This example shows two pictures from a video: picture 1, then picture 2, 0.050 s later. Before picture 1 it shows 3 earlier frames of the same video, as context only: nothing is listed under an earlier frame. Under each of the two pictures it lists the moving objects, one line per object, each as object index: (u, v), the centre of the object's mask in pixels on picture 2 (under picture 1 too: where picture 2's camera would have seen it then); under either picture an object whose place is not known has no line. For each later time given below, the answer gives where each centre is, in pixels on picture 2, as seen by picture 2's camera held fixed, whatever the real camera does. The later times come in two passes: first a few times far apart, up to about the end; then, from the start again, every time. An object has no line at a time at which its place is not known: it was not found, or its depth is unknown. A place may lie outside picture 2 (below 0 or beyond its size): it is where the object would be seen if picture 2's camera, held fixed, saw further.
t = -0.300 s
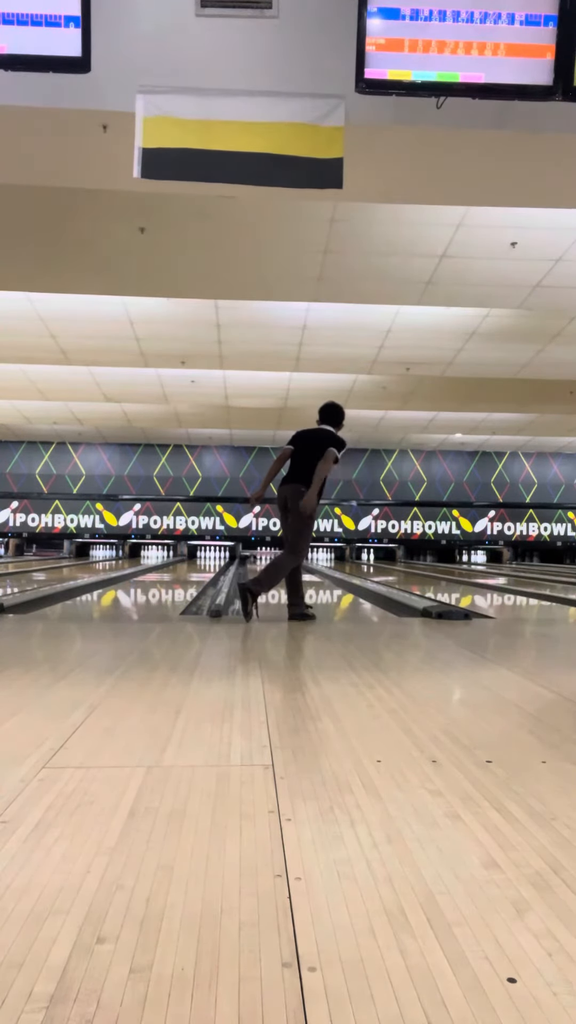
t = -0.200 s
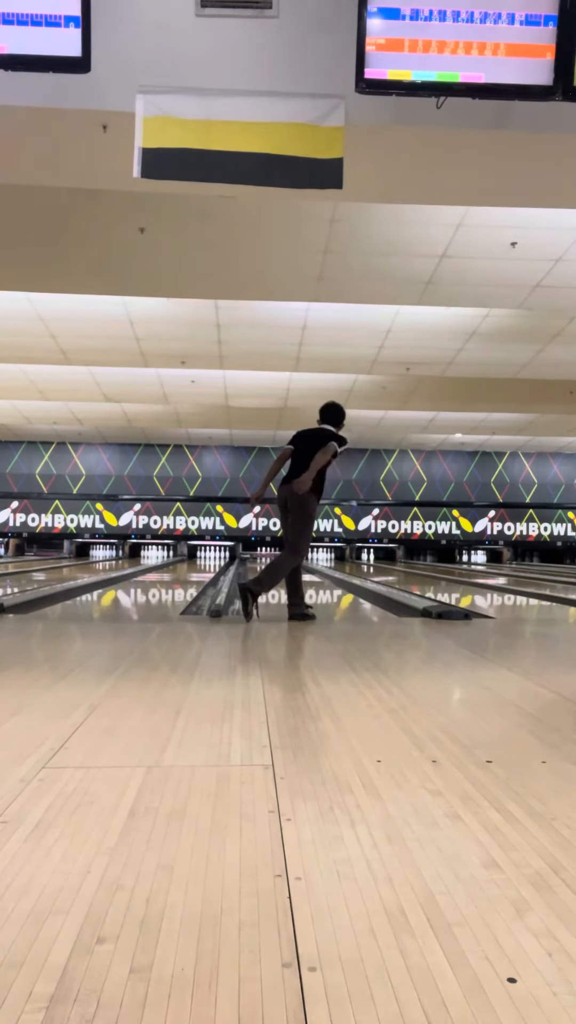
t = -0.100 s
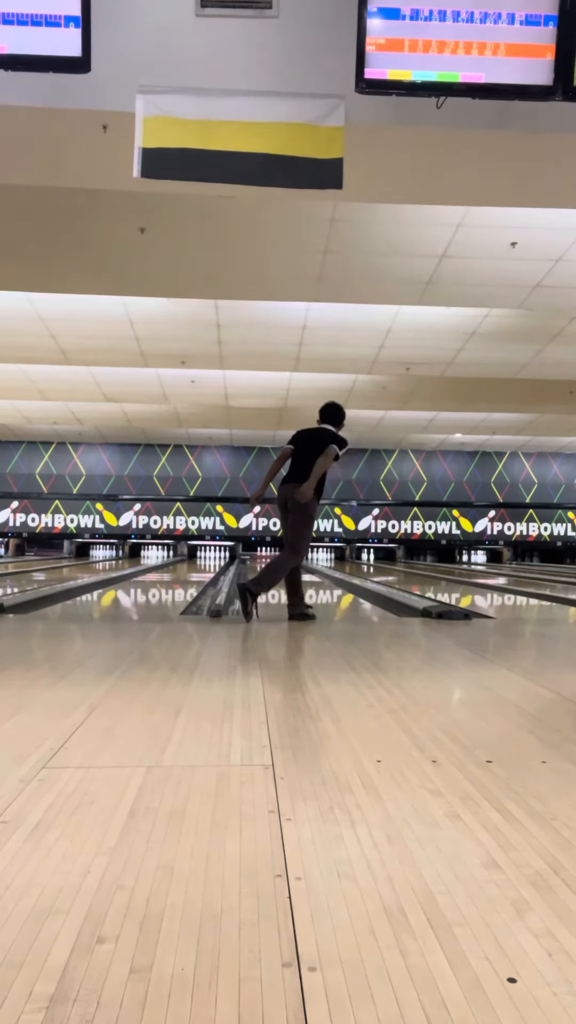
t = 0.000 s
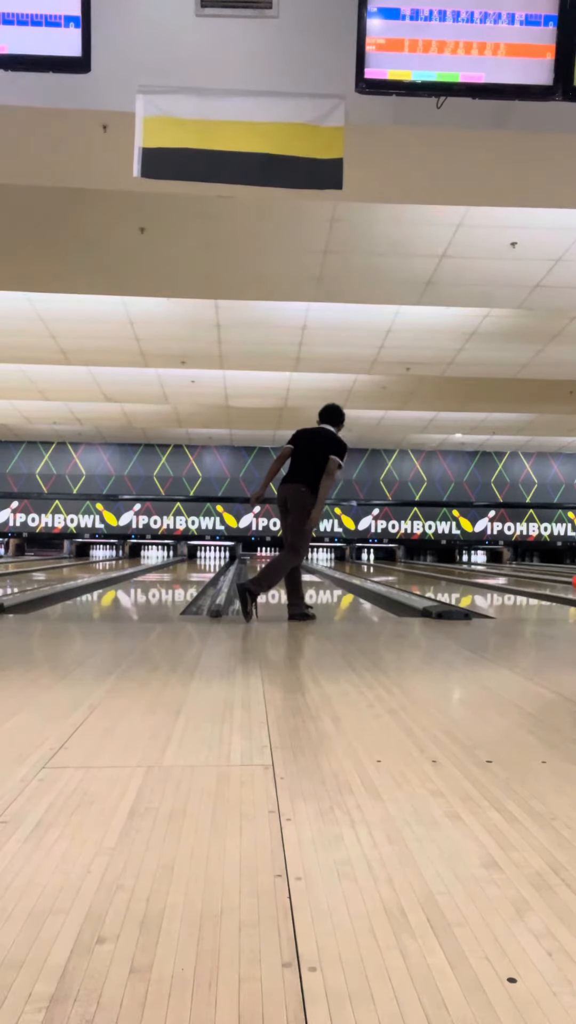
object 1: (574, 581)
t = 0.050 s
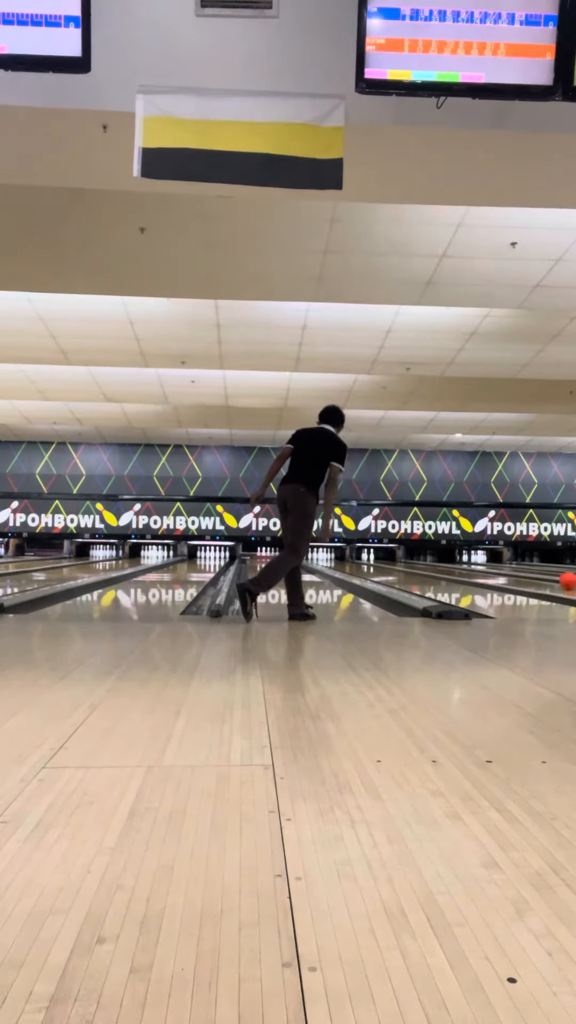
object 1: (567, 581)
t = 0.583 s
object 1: (477, 571)
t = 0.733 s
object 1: (460, 569)
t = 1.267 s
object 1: (418, 562)
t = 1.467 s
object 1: (407, 561)
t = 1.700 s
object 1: (396, 561)
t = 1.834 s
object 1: (391, 560)
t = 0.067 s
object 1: (564, 580)
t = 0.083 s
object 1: (560, 580)
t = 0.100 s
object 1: (557, 579)
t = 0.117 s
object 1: (553, 579)
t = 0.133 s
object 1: (549, 578)
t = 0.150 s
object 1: (546, 578)
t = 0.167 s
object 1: (542, 578)
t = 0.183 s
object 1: (539, 578)
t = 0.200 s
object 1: (536, 577)
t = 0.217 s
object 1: (532, 577)
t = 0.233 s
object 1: (529, 576)
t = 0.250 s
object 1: (526, 575)
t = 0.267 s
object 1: (523, 575)
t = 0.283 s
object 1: (519, 575)
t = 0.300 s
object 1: (517, 574)
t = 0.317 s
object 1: (513, 574)
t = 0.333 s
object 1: (511, 574)
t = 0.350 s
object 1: (509, 574)
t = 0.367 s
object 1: (506, 574)
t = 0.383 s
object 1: (504, 574)
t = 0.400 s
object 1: (502, 574)
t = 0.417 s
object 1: (500, 574)
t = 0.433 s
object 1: (496, 574)
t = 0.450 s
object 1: (494, 573)
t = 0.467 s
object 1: (491, 573)
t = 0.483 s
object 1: (489, 573)
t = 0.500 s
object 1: (487, 572)
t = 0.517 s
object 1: (485, 572)
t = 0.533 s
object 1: (484, 572)
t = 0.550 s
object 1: (481, 572)
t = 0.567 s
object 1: (479, 571)
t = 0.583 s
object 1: (477, 571)
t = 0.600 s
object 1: (475, 571)
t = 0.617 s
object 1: (473, 570)
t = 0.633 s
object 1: (471, 570)
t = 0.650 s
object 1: (469, 570)
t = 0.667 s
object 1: (467, 570)
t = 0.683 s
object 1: (466, 570)
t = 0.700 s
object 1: (464, 570)
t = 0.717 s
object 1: (462, 570)
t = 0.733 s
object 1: (460, 569)
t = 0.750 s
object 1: (459, 569)
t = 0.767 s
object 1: (457, 569)
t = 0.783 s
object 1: (455, 569)
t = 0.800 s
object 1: (453, 569)
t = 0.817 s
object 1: (452, 568)
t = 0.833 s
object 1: (451, 568)
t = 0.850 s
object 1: (449, 567)
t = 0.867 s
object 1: (447, 567)
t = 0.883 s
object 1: (446, 568)
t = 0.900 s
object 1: (445, 568)
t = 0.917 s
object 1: (443, 567)
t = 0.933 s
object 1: (442, 567)
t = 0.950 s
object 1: (440, 567)
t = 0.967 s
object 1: (439, 566)
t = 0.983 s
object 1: (438, 567)
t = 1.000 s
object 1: (436, 566)
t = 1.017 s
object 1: (435, 566)
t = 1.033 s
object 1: (434, 566)
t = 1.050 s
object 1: (433, 565)
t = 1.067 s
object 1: (432, 564)
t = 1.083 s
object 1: (430, 564)
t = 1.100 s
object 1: (429, 565)
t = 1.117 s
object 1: (429, 564)
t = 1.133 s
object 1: (427, 564)
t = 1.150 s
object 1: (427, 564)
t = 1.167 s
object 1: (425, 564)
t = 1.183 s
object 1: (423, 563)
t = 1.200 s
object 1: (421, 563)
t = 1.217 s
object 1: (421, 563)
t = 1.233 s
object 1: (420, 563)
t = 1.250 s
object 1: (419, 563)
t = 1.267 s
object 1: (418, 562)
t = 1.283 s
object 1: (418, 562)
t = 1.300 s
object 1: (416, 562)
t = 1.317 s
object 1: (416, 562)
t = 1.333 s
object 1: (415, 562)
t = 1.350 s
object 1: (414, 561)
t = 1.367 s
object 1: (412, 561)
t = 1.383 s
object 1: (411, 561)
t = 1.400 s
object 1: (411, 561)
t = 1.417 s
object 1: (410, 561)
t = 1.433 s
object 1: (409, 561)
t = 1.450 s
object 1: (408, 561)
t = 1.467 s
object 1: (407, 561)
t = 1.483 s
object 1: (406, 561)
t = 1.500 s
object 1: (405, 561)
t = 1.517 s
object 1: (404, 562)
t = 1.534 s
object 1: (404, 562)
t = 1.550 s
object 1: (403, 562)
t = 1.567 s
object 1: (402, 562)
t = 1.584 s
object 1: (402, 562)
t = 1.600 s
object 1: (401, 561)
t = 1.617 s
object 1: (400, 561)
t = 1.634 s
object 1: (400, 561)
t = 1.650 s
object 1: (399, 561)
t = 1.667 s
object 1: (397, 561)
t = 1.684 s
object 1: (397, 561)
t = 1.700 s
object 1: (396, 561)
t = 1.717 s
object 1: (396, 561)
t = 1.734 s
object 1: (395, 561)
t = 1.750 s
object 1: (394, 561)
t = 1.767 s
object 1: (394, 561)
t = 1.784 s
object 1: (393, 560)
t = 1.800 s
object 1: (392, 560)
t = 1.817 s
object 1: (392, 560)
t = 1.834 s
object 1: (391, 560)
